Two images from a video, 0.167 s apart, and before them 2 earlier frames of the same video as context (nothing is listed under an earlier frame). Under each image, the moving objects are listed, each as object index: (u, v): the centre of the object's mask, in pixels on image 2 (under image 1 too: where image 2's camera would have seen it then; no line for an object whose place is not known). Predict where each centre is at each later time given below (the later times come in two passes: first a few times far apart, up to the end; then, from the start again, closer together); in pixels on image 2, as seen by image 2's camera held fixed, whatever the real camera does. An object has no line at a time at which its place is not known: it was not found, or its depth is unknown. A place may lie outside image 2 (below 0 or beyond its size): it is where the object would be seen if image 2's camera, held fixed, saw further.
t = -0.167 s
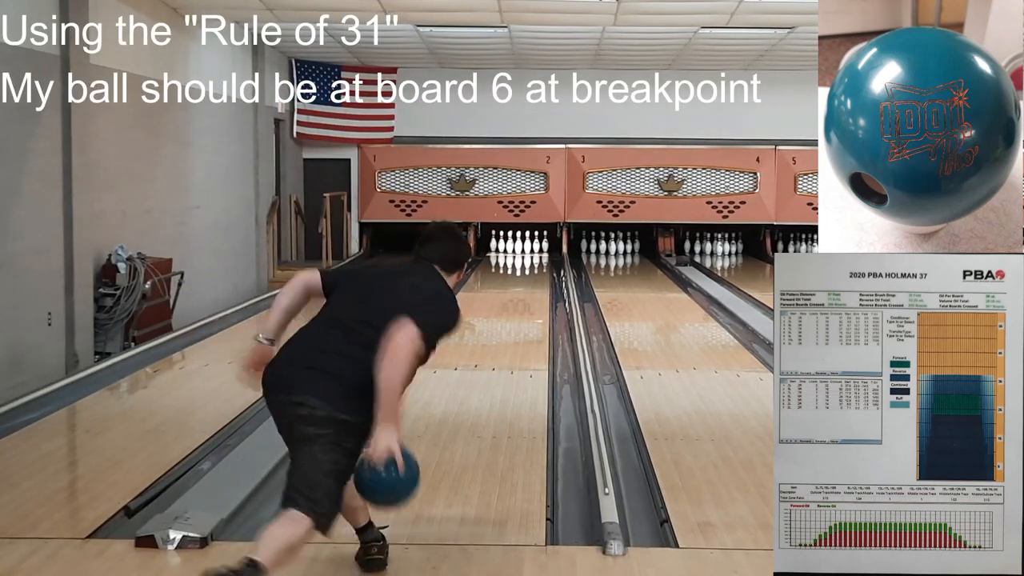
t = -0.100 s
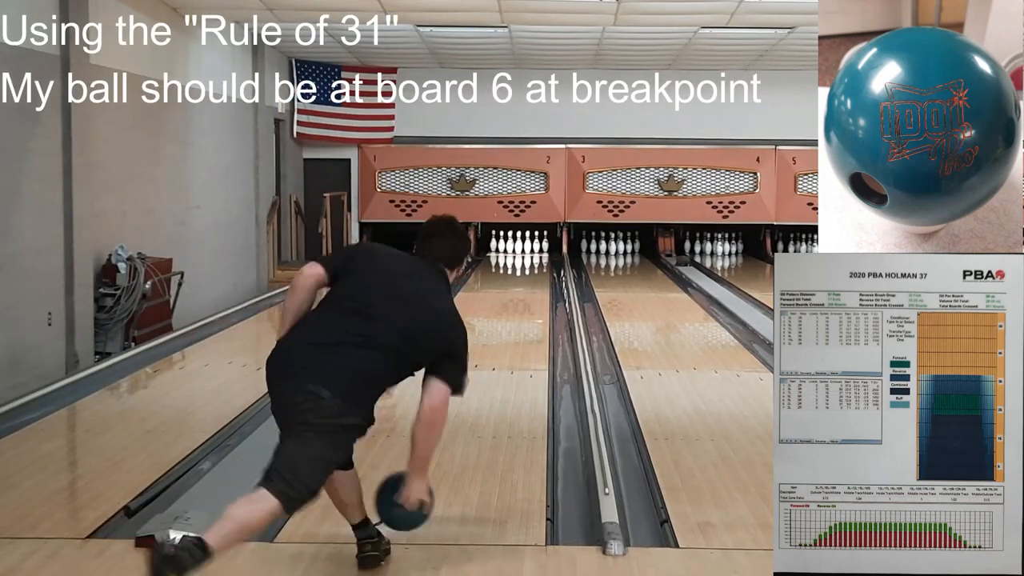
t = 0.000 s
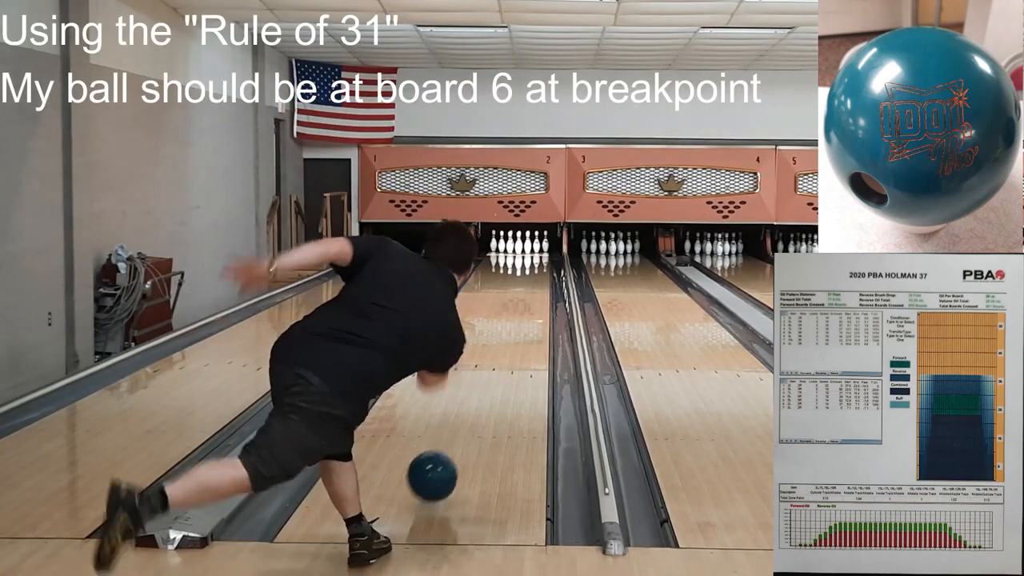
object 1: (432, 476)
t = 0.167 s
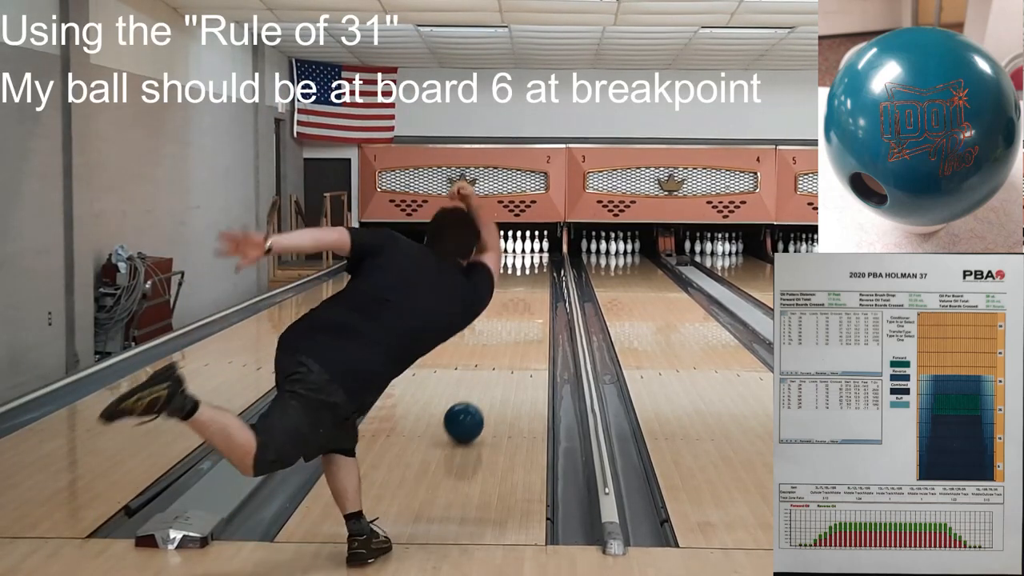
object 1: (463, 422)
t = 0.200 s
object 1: (468, 413)
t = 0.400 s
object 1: (491, 367)
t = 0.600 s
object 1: (505, 337)
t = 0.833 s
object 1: (517, 312)
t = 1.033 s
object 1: (525, 295)
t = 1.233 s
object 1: (530, 283)
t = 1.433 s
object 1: (534, 275)
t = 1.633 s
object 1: (532, 264)
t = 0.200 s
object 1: (468, 413)
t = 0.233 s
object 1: (473, 404)
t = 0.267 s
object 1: (477, 396)
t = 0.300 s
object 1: (481, 388)
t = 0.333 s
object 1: (484, 381)
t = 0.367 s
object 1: (488, 374)
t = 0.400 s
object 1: (491, 367)
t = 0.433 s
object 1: (494, 361)
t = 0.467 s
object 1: (496, 356)
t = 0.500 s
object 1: (499, 351)
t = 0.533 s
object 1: (502, 349)
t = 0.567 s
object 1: (504, 340)
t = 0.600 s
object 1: (505, 337)
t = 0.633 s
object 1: (508, 332)
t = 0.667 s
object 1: (509, 329)
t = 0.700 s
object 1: (511, 325)
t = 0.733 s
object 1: (513, 321)
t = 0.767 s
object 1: (514, 318)
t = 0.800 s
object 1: (516, 315)
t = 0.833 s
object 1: (517, 312)
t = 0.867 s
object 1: (519, 309)
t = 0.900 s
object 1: (520, 305)
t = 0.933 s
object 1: (521, 303)
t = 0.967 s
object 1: (522, 300)
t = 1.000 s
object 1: (523, 298)
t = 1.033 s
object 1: (525, 295)
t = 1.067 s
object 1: (526, 293)
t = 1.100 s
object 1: (526, 291)
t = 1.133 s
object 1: (527, 289)
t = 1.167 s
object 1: (528, 287)
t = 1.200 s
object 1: (529, 285)
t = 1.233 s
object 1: (530, 283)
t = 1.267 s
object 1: (530, 281)
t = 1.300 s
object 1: (531, 279)
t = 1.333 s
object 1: (532, 278)
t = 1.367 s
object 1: (533, 274)
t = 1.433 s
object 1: (534, 275)
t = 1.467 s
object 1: (533, 271)
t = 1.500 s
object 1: (533, 270)
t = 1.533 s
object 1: (533, 268)
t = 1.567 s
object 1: (533, 267)
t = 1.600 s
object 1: (533, 266)
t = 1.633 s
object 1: (532, 264)
